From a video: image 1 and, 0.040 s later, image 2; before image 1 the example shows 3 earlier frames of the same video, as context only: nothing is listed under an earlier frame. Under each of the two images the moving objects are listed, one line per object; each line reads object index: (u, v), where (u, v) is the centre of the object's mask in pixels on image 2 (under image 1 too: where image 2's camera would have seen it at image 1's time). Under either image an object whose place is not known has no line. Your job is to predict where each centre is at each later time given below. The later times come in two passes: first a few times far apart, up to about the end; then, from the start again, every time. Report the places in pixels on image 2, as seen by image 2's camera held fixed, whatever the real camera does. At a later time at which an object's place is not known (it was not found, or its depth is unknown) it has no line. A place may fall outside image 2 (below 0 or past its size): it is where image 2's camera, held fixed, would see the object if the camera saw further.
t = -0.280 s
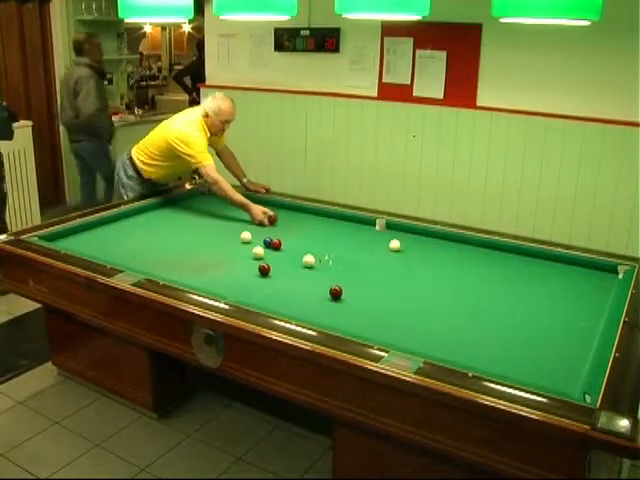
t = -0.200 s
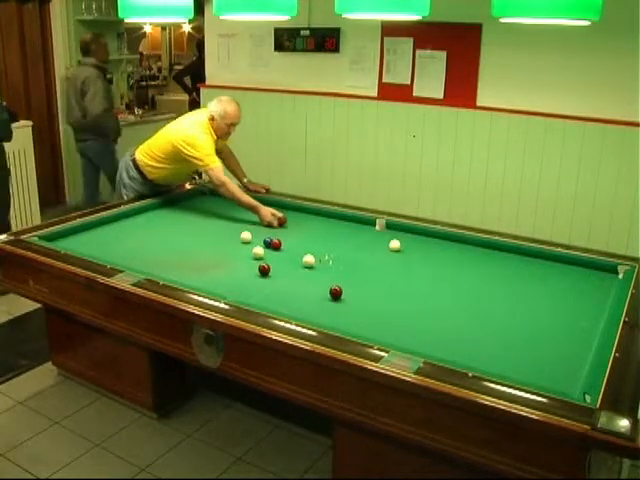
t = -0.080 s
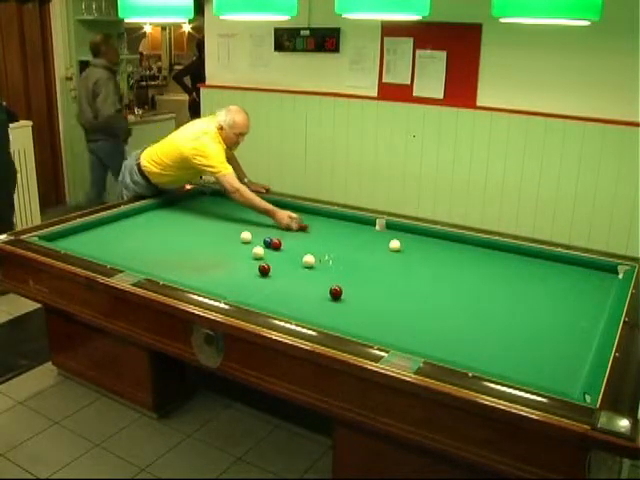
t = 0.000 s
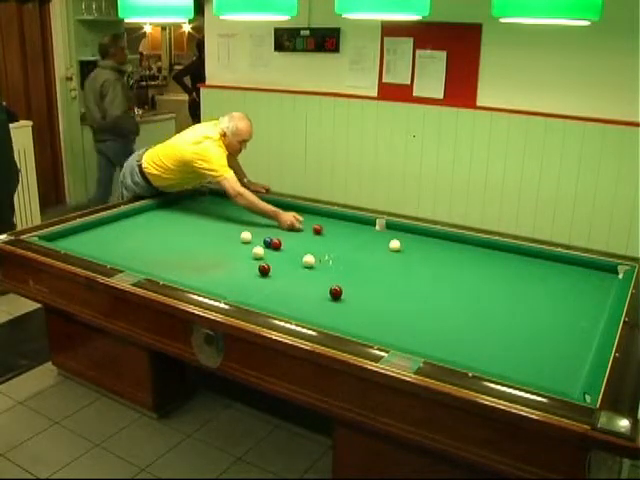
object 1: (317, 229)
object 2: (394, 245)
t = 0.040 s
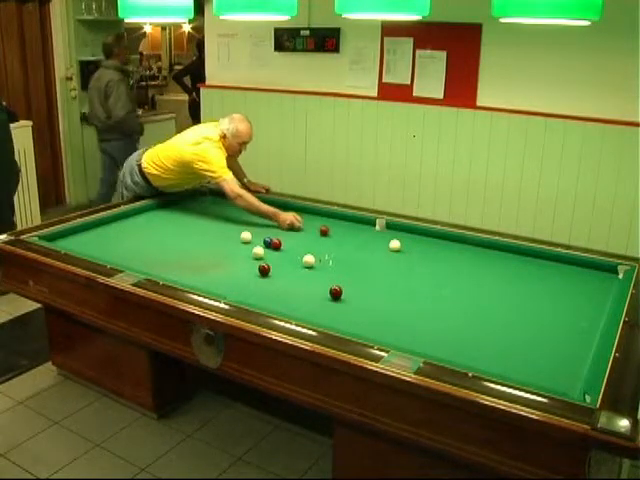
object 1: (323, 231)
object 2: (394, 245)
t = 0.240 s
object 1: (356, 237)
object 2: (395, 245)
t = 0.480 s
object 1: (390, 242)
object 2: (402, 247)
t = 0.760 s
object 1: (413, 243)
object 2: (427, 257)
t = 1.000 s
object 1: (431, 242)
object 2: (448, 266)
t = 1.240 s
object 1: (449, 241)
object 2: (471, 274)
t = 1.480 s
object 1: (464, 243)
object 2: (494, 283)
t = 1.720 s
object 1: (473, 246)
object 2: (519, 293)
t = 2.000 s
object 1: (483, 250)
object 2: (549, 304)
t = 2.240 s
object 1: (491, 254)
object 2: (575, 314)
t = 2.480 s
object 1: (500, 257)
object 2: (595, 323)
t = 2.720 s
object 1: (508, 260)
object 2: (577, 322)
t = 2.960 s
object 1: (517, 264)
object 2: (559, 320)
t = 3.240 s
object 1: (526, 268)
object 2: (540, 319)
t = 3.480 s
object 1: (534, 271)
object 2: (523, 318)
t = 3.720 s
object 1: (541, 274)
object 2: (508, 316)
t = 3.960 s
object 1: (549, 277)
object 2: (493, 315)
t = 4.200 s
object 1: (556, 280)
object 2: (479, 314)
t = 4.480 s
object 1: (563, 283)
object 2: (464, 313)
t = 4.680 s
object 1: (569, 285)
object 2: (453, 312)
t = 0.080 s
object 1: (330, 232)
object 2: (394, 245)
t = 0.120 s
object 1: (337, 233)
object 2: (394, 245)
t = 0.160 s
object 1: (343, 234)
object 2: (394, 245)
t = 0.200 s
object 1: (350, 236)
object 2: (394, 245)
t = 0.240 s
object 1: (356, 237)
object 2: (395, 245)
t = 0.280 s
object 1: (363, 238)
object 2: (394, 245)
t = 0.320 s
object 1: (370, 240)
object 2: (394, 245)
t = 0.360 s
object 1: (376, 240)
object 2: (394, 245)
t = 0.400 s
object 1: (384, 243)
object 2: (394, 245)
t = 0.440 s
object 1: (387, 242)
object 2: (397, 246)
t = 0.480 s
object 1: (390, 242)
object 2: (402, 247)
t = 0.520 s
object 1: (393, 243)
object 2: (406, 249)
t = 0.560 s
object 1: (396, 243)
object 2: (409, 251)
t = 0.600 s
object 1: (400, 242)
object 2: (413, 252)
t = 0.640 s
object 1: (403, 242)
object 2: (416, 253)
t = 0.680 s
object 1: (406, 242)
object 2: (420, 254)
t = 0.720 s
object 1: (410, 242)
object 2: (423, 256)
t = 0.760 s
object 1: (413, 243)
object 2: (427, 257)
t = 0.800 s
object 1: (416, 242)
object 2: (430, 258)
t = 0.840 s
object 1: (419, 242)
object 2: (434, 260)
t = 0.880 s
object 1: (422, 242)
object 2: (438, 261)
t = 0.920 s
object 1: (425, 242)
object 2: (441, 263)
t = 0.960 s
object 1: (428, 242)
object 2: (445, 264)
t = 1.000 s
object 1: (431, 242)
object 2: (448, 266)
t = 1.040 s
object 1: (435, 242)
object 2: (453, 267)
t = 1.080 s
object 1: (437, 241)
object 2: (456, 269)
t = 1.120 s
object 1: (441, 241)
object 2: (460, 270)
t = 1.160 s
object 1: (443, 241)
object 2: (463, 272)
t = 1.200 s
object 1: (446, 242)
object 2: (467, 273)
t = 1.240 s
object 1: (449, 241)
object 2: (471, 274)
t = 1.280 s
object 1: (453, 241)
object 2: (475, 276)
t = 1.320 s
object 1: (456, 241)
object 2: (479, 278)
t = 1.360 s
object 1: (458, 241)
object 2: (482, 279)
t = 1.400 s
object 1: (461, 242)
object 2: (486, 280)
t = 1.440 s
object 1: (461, 242)
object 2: (490, 282)
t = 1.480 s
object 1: (464, 243)
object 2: (494, 283)
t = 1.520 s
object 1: (466, 244)
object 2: (498, 285)
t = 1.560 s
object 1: (466, 244)
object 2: (502, 286)
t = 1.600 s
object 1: (469, 245)
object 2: (506, 288)
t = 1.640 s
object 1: (470, 245)
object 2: (511, 290)
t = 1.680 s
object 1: (471, 245)
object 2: (515, 292)
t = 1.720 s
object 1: (473, 246)
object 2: (519, 293)
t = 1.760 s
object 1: (474, 246)
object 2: (523, 295)
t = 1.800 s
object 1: (474, 247)
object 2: (527, 296)
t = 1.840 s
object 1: (477, 247)
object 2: (532, 298)
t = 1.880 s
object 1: (479, 248)
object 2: (536, 299)
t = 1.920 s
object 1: (480, 249)
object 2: (540, 301)
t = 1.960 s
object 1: (482, 249)
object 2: (545, 303)
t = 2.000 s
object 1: (483, 250)
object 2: (549, 304)
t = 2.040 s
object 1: (485, 250)
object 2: (553, 306)
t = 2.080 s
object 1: (486, 251)
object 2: (557, 308)
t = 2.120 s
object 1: (488, 251)
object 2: (562, 309)
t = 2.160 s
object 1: (489, 253)
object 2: (566, 311)
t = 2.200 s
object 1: (489, 253)
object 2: (571, 312)
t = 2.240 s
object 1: (491, 254)
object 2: (575, 314)
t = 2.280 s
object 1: (493, 254)
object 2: (580, 316)
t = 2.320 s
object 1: (494, 255)
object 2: (585, 319)
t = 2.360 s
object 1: (496, 255)
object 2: (589, 320)
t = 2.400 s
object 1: (497, 256)
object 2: (594, 321)
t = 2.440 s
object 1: (500, 257)
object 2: (598, 323)
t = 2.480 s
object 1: (500, 257)
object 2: (595, 323)
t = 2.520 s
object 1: (502, 258)
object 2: (592, 323)
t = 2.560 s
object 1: (503, 258)
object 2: (590, 323)
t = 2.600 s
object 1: (505, 259)
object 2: (586, 322)
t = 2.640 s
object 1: (505, 259)
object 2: (584, 322)
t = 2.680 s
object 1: (507, 260)
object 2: (581, 322)
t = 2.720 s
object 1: (508, 260)
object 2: (577, 322)
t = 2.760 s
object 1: (510, 261)
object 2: (574, 321)
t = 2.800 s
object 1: (511, 262)
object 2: (571, 321)
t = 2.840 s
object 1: (513, 262)
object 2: (568, 321)
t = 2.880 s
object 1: (514, 263)
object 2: (565, 321)
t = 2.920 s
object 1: (515, 263)
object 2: (562, 321)
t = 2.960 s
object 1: (517, 264)
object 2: (559, 320)
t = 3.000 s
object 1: (518, 264)
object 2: (556, 320)
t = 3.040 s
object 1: (520, 265)
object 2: (554, 320)
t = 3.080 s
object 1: (521, 265)
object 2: (551, 320)
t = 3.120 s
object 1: (522, 266)
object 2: (548, 320)
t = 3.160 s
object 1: (523, 266)
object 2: (545, 320)
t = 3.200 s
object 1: (525, 267)
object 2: (542, 320)
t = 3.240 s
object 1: (526, 268)
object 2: (540, 319)
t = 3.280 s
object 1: (527, 268)
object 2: (537, 319)
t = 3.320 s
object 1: (529, 268)
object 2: (534, 319)
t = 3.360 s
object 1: (530, 269)
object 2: (531, 319)
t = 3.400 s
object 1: (531, 270)
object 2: (529, 318)
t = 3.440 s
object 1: (532, 270)
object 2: (526, 318)
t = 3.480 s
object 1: (534, 271)
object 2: (523, 318)
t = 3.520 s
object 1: (535, 271)
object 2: (521, 318)
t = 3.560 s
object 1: (536, 272)
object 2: (518, 318)
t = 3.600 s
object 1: (538, 273)
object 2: (516, 317)
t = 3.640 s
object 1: (539, 273)
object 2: (512, 317)
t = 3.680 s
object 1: (540, 274)
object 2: (510, 317)
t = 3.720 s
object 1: (541, 274)
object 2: (508, 316)
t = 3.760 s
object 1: (542, 275)
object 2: (505, 316)
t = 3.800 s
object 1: (544, 275)
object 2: (503, 316)
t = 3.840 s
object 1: (545, 275)
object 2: (500, 316)
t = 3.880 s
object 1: (546, 276)
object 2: (498, 316)
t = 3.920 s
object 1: (548, 277)
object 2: (495, 316)
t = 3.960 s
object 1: (549, 277)
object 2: (493, 315)
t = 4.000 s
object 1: (550, 278)
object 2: (491, 315)
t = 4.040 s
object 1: (551, 279)
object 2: (488, 315)
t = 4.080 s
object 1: (552, 279)
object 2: (486, 315)
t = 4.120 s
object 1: (554, 279)
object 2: (483, 315)
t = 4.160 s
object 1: (555, 280)
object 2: (481, 315)
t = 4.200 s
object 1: (556, 280)
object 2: (479, 314)
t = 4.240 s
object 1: (557, 281)
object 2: (477, 314)
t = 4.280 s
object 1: (558, 281)
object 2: (475, 314)
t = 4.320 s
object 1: (559, 281)
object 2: (472, 314)
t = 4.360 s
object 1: (560, 282)
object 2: (470, 314)
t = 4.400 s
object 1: (561, 282)
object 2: (468, 313)
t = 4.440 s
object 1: (563, 283)
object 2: (465, 313)
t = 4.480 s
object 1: (563, 283)
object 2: (464, 313)
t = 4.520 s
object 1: (565, 284)
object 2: (461, 313)
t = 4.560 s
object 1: (566, 284)
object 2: (460, 313)
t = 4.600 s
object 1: (567, 284)
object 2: (457, 313)
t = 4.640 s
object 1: (568, 284)
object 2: (455, 312)
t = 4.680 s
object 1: (569, 285)
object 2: (453, 312)
